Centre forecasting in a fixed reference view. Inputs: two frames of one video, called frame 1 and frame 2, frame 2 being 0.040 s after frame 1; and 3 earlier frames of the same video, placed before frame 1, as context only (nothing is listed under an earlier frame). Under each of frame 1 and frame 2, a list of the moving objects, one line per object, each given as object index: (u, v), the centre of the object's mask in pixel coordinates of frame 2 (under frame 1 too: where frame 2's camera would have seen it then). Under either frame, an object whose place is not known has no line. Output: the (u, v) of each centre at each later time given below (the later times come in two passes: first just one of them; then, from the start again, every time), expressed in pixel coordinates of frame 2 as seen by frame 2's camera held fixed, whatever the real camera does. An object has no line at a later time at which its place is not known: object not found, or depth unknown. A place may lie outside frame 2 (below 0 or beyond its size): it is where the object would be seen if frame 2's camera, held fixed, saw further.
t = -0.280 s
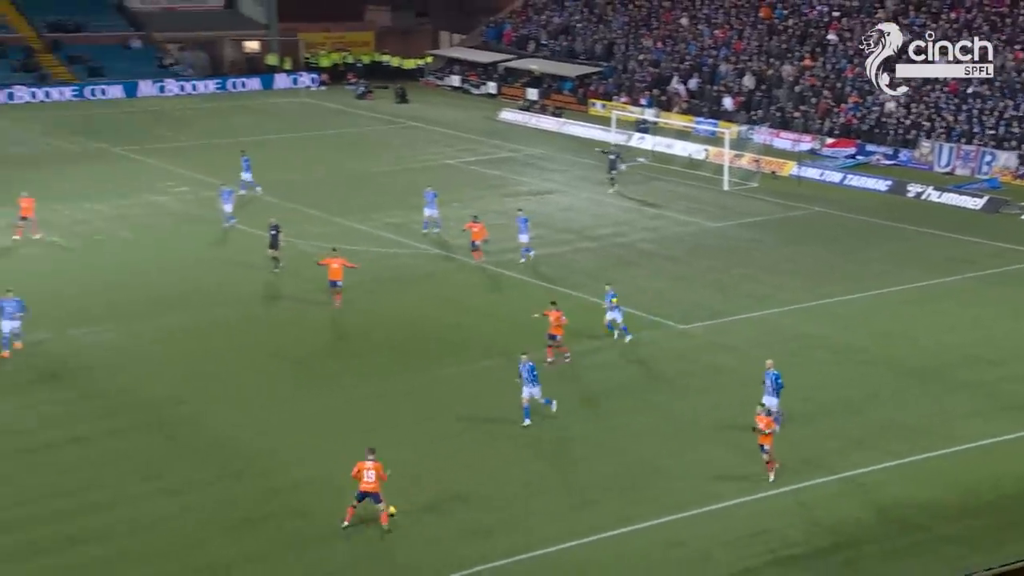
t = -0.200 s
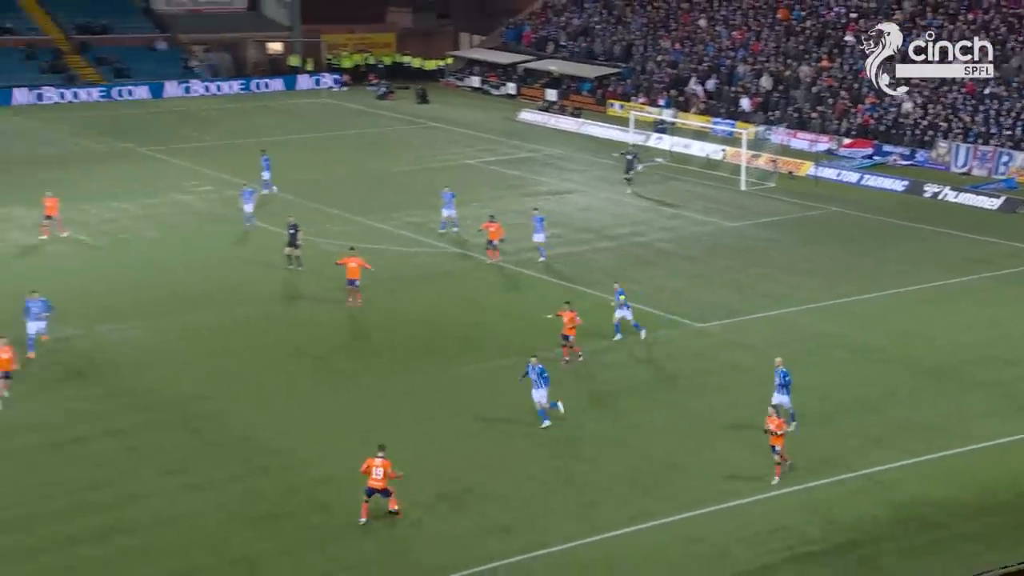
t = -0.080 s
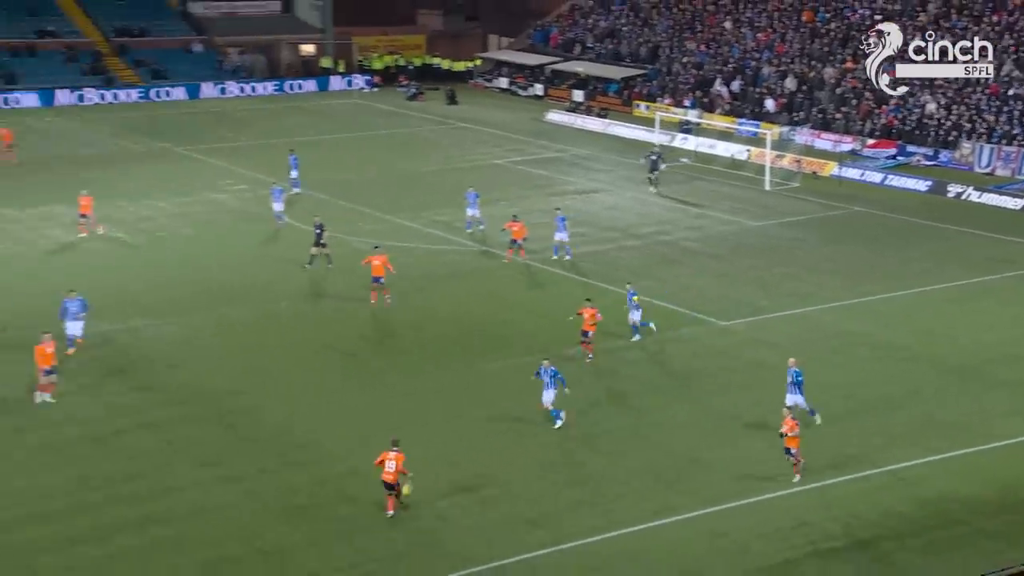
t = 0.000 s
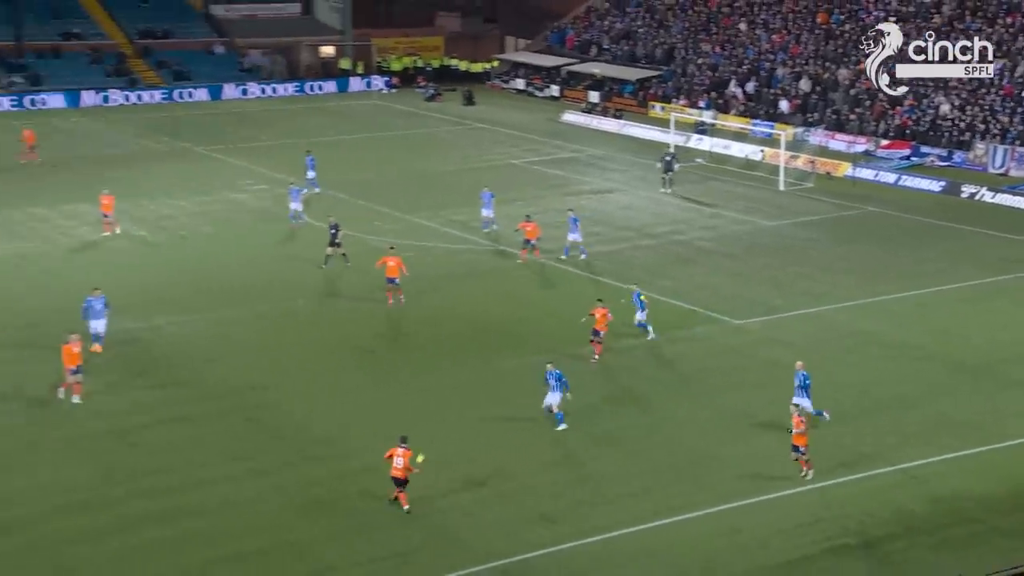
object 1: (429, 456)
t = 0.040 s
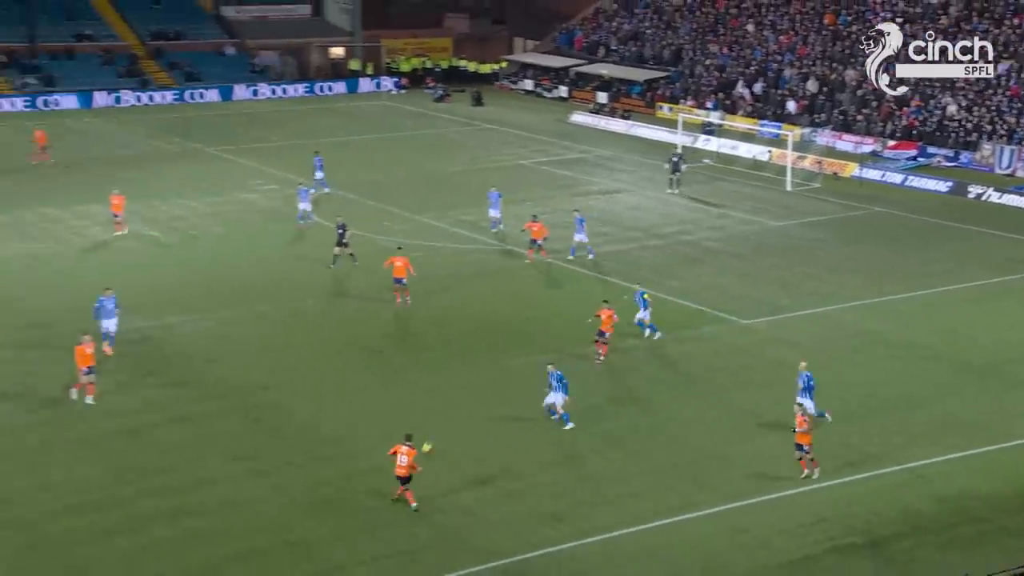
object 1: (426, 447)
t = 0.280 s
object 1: (416, 400)
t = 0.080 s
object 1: (425, 437)
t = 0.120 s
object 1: (423, 428)
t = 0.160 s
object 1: (421, 420)
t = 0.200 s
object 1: (420, 412)
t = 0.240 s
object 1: (418, 406)
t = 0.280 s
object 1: (416, 400)
